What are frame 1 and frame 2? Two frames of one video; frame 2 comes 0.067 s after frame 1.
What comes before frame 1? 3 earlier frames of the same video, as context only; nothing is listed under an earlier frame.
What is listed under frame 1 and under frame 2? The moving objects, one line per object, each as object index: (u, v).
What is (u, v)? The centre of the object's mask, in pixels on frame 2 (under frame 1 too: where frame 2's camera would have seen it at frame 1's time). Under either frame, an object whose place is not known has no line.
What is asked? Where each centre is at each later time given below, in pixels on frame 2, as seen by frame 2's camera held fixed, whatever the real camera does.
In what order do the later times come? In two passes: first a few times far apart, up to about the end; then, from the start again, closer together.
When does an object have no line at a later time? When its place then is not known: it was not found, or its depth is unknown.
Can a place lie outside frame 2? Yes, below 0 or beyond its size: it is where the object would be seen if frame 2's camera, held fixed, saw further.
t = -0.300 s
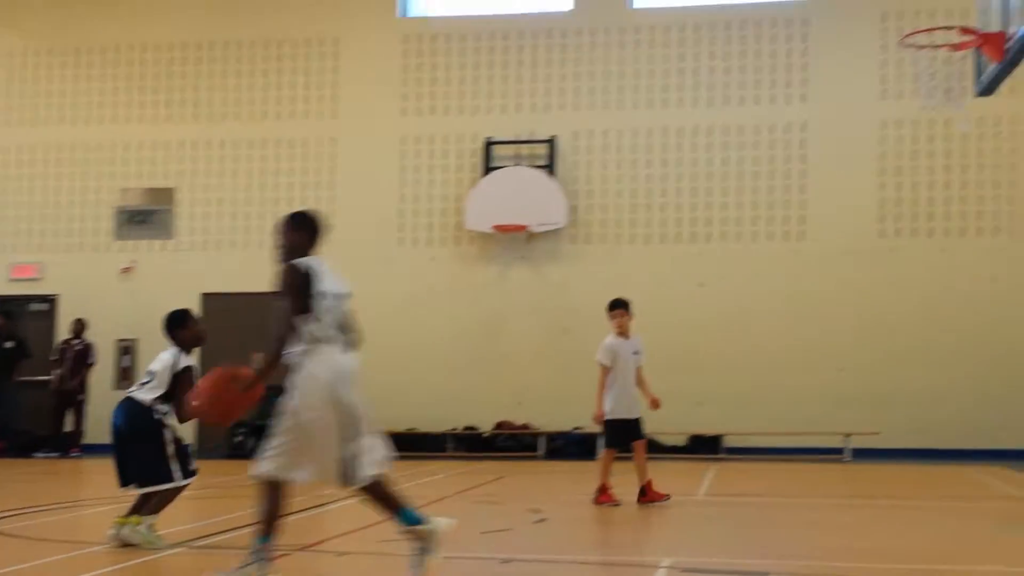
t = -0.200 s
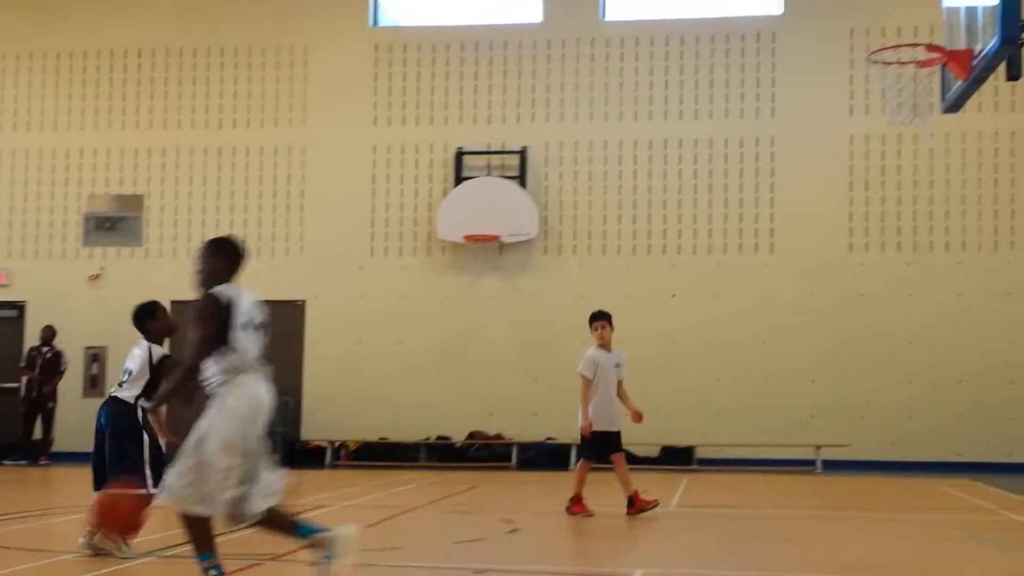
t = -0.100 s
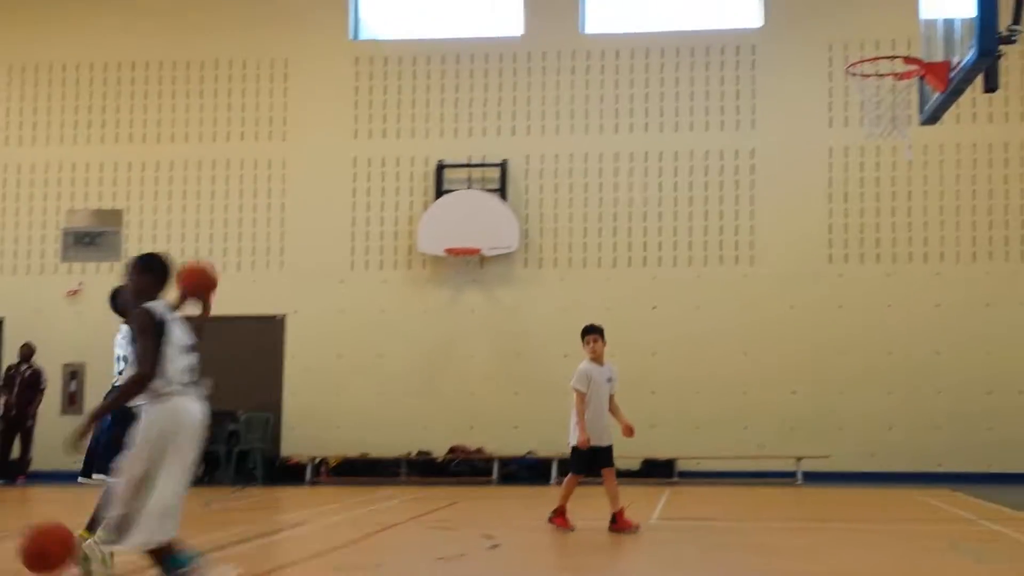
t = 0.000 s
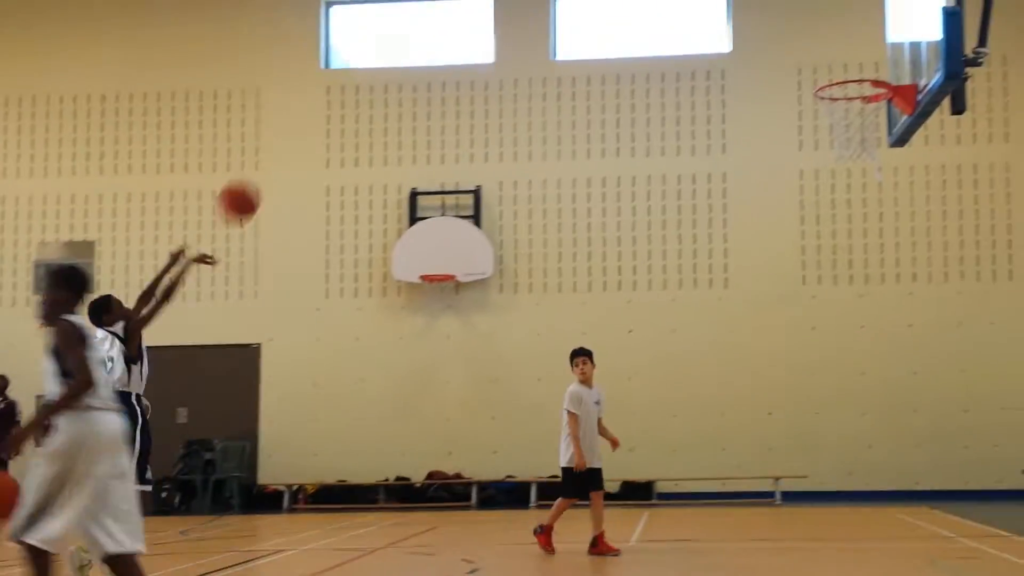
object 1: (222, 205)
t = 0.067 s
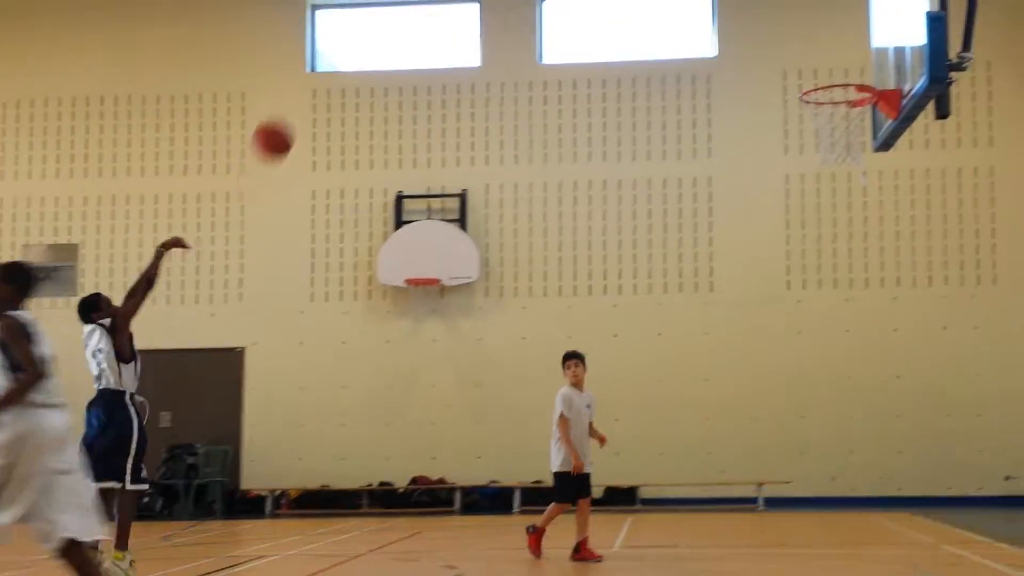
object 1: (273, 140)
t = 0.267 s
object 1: (413, -15)
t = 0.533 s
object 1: (588, -82)
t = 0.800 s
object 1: (765, -61)
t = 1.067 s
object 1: (856, 51)
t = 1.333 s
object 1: (722, 64)
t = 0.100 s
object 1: (297, 109)
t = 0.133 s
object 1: (322, 79)
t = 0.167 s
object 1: (345, 50)
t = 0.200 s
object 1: (366, 27)
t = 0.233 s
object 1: (388, 5)
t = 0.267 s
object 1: (413, -15)
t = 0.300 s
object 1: (438, -31)
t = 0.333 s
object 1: (460, -43)
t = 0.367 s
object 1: (479, -56)
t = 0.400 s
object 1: (498, -69)
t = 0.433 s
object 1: (522, -77)
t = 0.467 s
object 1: (545, -82)
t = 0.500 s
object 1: (567, -83)
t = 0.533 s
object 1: (588, -82)
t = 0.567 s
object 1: (609, -81)
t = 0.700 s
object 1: (698, -78)
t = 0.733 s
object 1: (716, -73)
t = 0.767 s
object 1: (736, -67)
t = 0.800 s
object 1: (765, -61)
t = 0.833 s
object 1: (786, -53)
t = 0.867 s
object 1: (807, -44)
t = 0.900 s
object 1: (826, -32)
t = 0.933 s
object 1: (846, -18)
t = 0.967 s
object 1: (864, -1)
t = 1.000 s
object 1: (885, 19)
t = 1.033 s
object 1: (871, 37)
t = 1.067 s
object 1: (856, 51)
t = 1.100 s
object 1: (839, 67)
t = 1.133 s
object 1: (822, 67)
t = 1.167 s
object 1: (805, 62)
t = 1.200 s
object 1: (789, 59)
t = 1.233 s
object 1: (772, 57)
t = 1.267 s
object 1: (755, 57)
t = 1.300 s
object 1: (739, 59)
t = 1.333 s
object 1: (722, 64)
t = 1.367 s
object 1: (705, 69)
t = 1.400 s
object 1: (687, 78)
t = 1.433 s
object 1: (669, 86)
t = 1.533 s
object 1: (618, 126)
